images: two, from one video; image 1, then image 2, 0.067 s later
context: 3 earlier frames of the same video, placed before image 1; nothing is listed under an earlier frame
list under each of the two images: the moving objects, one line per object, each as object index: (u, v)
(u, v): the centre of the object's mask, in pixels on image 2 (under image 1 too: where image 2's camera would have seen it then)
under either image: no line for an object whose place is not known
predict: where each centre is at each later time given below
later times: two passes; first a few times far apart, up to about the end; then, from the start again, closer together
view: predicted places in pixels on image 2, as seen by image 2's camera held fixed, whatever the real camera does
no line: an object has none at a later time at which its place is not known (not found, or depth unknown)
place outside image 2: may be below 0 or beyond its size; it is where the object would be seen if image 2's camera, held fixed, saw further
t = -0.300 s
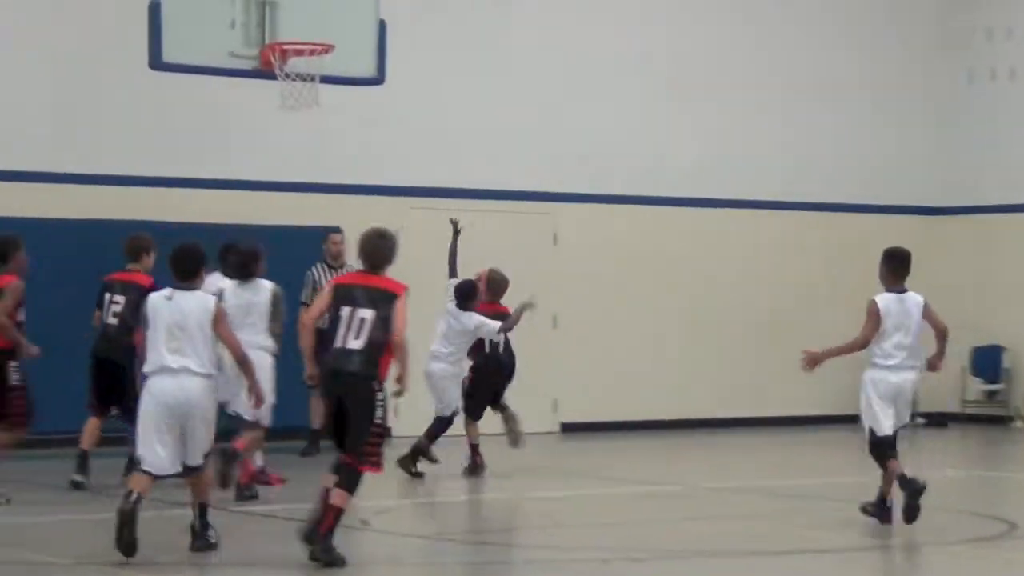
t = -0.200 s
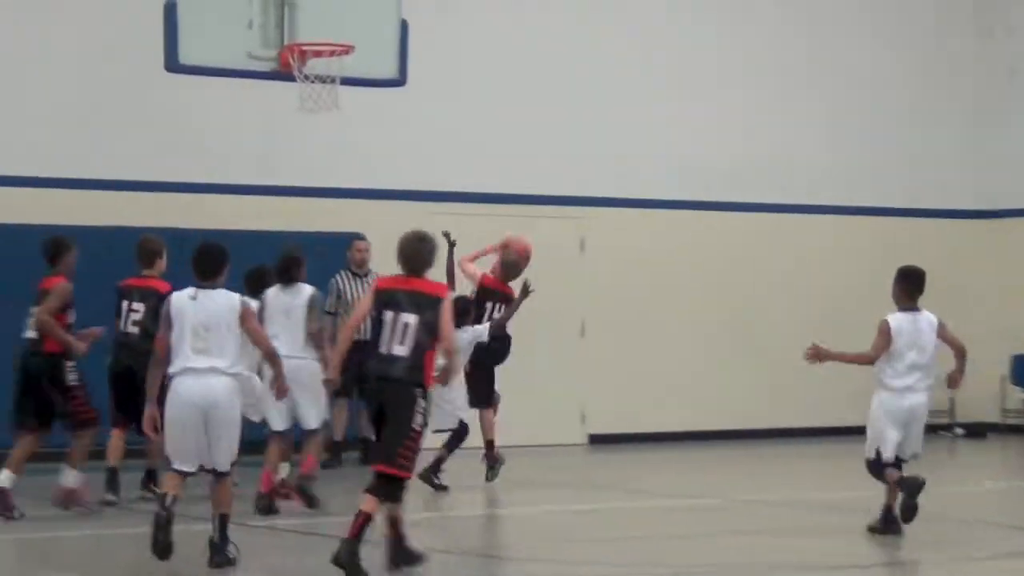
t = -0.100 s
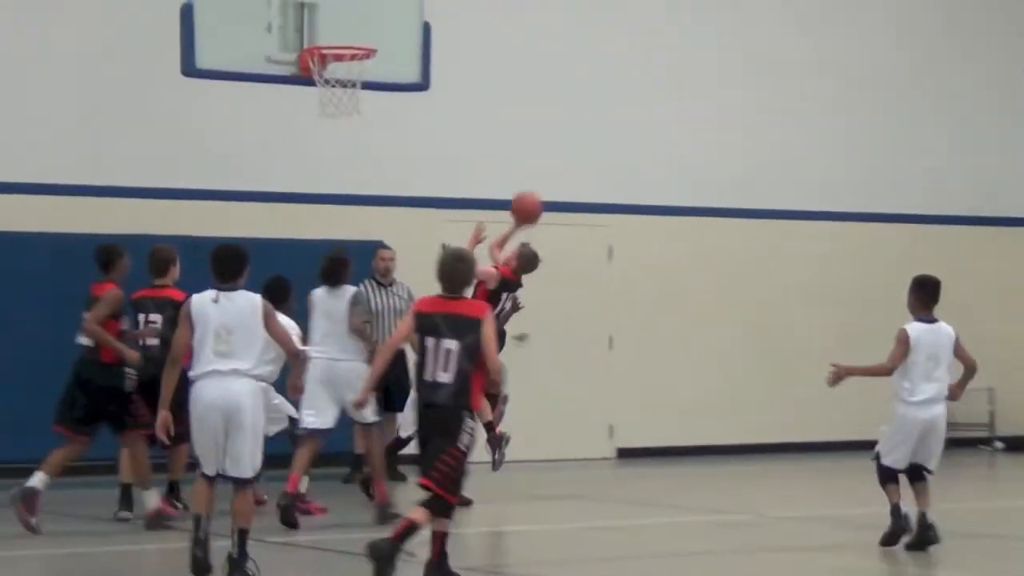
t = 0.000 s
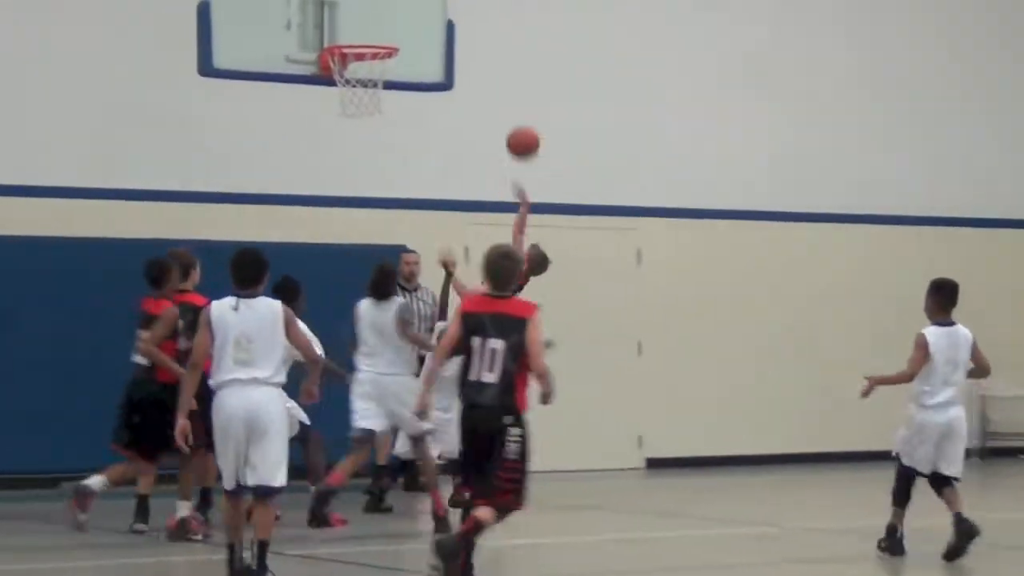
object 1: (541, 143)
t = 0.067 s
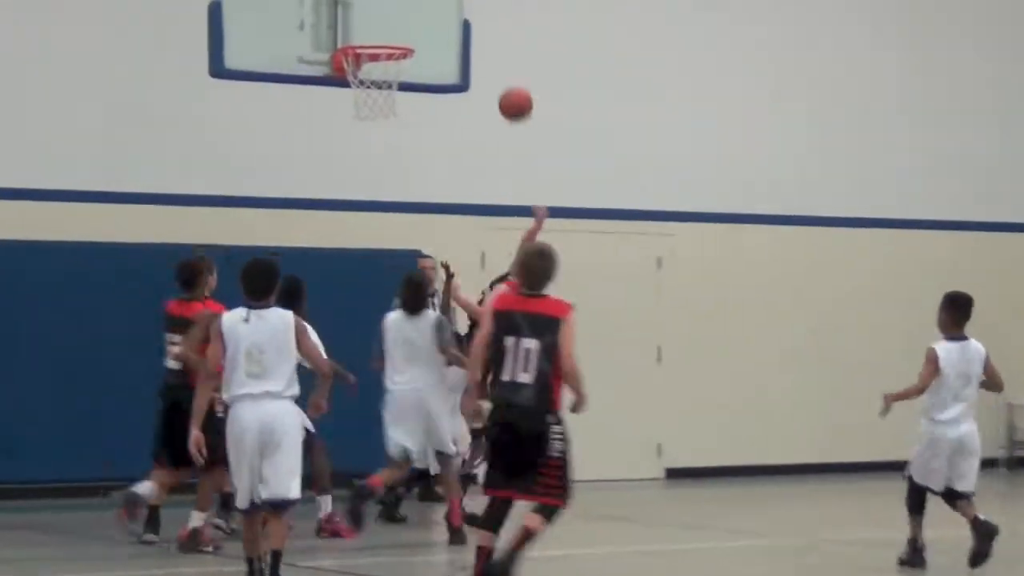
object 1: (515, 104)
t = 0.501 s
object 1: (406, 7)
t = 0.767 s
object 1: (372, 35)
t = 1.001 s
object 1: (377, 94)
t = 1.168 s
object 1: (395, 174)
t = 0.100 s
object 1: (503, 87)
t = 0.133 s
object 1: (490, 70)
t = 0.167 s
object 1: (479, 55)
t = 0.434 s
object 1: (412, 1)
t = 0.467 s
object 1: (409, 3)
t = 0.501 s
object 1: (406, 7)
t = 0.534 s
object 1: (403, 13)
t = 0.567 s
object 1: (400, 20)
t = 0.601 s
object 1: (397, 28)
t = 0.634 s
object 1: (394, 33)
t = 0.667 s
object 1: (389, 33)
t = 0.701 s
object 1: (383, 32)
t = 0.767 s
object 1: (372, 35)
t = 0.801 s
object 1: (367, 39)
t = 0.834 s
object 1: (363, 41)
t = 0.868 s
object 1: (366, 59)
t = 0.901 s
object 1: (370, 65)
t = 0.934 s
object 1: (372, 72)
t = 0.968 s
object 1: (374, 81)
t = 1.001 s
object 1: (377, 94)
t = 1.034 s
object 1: (381, 107)
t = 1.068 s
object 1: (384, 124)
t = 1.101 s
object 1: (388, 138)
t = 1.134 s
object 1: (391, 155)
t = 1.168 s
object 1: (395, 174)
